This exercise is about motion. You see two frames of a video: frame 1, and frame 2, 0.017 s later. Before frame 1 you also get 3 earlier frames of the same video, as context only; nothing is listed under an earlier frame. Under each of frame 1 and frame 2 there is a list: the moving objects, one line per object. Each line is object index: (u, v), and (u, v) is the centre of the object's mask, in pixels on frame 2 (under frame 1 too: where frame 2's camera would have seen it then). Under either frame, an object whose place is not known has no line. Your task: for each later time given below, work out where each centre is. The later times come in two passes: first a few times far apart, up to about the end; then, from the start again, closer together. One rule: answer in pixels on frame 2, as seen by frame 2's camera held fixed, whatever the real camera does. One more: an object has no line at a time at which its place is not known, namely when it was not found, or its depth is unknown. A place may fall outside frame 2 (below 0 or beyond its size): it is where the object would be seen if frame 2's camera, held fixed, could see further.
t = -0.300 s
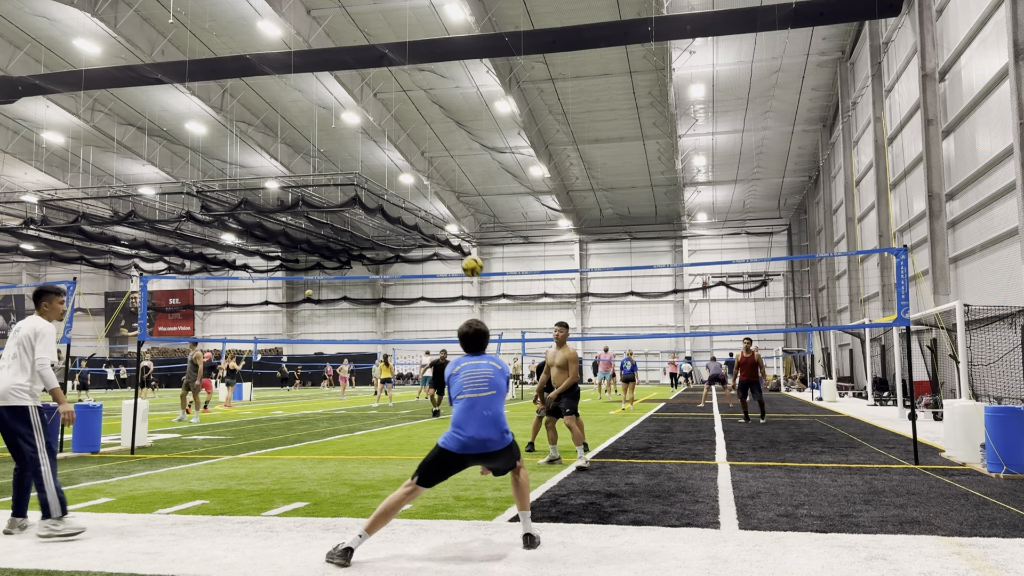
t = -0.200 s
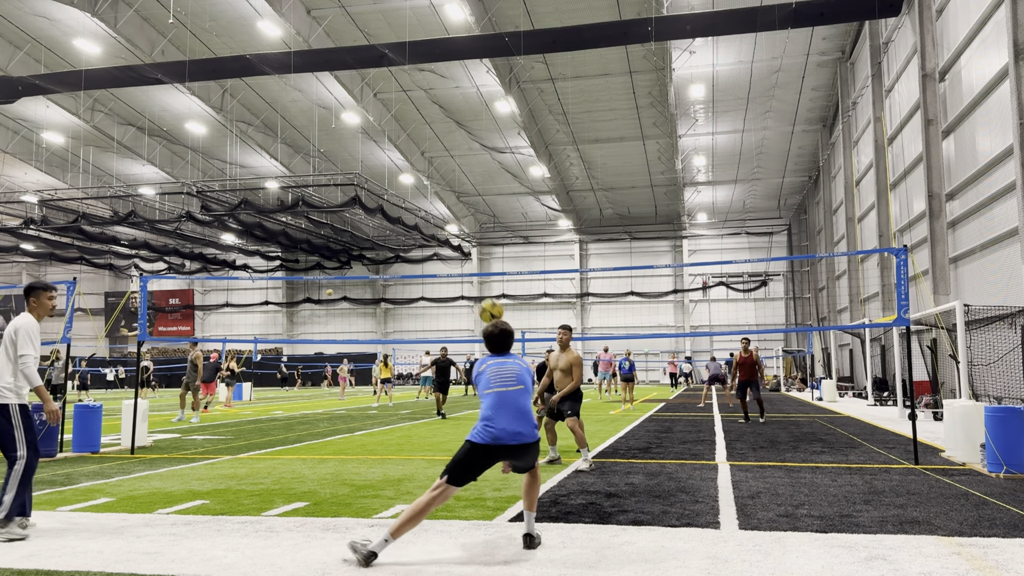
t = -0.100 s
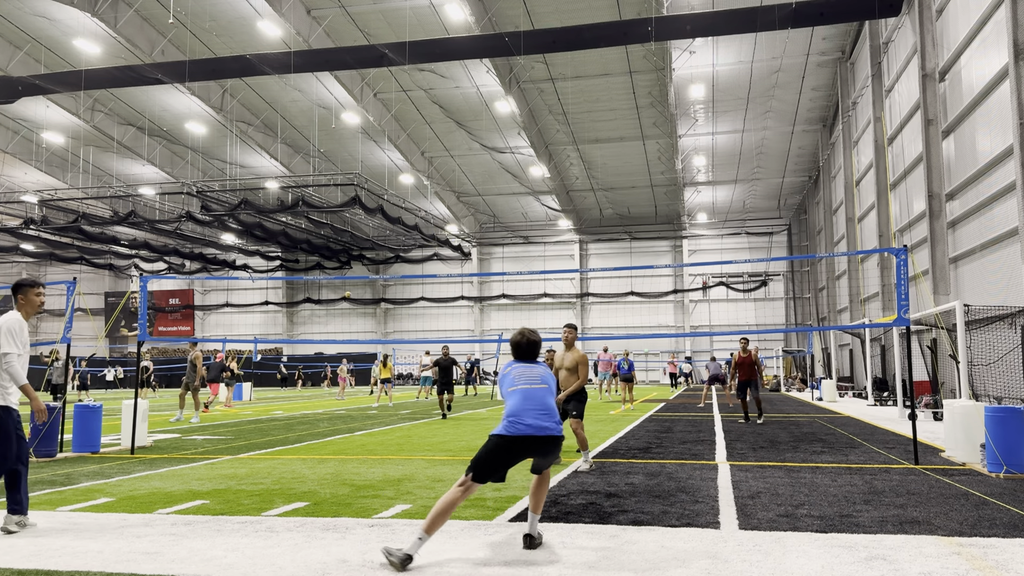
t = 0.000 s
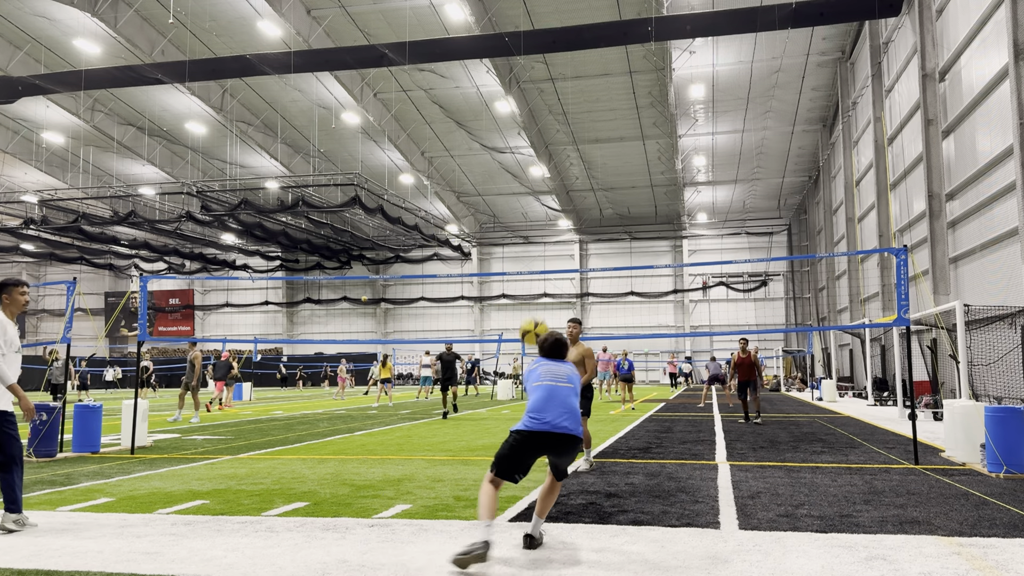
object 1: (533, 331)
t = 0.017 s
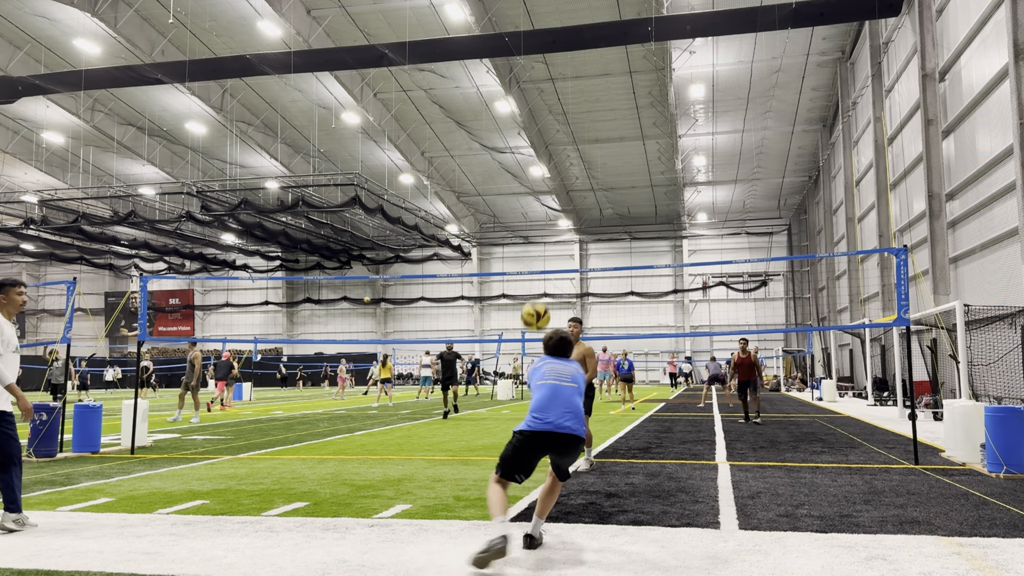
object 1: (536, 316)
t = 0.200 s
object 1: (551, 186)
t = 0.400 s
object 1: (565, 104)
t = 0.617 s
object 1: (579, 77)
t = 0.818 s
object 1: (592, 98)
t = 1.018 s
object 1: (604, 157)
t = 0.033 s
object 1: (537, 302)
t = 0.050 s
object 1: (538, 287)
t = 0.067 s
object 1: (539, 274)
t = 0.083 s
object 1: (541, 261)
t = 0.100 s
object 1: (542, 248)
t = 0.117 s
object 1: (543, 237)
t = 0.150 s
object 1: (547, 216)
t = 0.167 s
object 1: (548, 205)
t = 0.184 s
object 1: (549, 195)
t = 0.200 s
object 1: (551, 186)
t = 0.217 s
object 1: (552, 177)
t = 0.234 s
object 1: (553, 167)
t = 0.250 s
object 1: (554, 160)
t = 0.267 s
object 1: (555, 152)
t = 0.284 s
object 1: (556, 145)
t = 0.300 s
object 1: (557, 138)
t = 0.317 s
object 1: (559, 131)
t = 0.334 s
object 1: (560, 125)
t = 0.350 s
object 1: (561, 119)
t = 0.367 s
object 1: (562, 114)
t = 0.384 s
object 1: (563, 109)
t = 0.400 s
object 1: (565, 104)
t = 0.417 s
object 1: (566, 101)
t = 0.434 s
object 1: (567, 97)
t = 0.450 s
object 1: (568, 93)
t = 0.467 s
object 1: (569, 90)
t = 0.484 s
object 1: (570, 87)
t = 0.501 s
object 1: (572, 85)
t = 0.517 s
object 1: (573, 83)
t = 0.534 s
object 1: (574, 81)
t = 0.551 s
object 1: (575, 79)
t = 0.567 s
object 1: (576, 78)
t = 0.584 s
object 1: (577, 77)
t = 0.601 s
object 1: (578, 77)
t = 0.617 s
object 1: (579, 77)
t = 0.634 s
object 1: (581, 77)
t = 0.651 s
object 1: (582, 77)
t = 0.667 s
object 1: (583, 78)
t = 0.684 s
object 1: (584, 79)
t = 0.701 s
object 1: (584, 80)
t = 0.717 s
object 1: (586, 82)
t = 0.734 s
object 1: (587, 83)
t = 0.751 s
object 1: (588, 86)
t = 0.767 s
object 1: (589, 88)
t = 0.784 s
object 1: (590, 91)
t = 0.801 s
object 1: (591, 94)
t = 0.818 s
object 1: (592, 98)
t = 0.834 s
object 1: (593, 101)
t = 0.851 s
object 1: (594, 105)
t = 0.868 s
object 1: (595, 109)
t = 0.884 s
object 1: (596, 113)
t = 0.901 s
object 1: (597, 117)
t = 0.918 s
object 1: (598, 122)
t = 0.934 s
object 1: (599, 128)
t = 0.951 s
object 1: (600, 133)
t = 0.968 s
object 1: (601, 139)
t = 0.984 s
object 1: (602, 145)
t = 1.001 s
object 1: (603, 151)
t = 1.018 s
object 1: (604, 157)
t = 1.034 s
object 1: (606, 163)
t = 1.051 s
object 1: (606, 170)
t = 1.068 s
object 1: (607, 177)
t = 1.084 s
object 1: (609, 185)
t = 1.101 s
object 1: (609, 192)
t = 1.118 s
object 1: (610, 200)
